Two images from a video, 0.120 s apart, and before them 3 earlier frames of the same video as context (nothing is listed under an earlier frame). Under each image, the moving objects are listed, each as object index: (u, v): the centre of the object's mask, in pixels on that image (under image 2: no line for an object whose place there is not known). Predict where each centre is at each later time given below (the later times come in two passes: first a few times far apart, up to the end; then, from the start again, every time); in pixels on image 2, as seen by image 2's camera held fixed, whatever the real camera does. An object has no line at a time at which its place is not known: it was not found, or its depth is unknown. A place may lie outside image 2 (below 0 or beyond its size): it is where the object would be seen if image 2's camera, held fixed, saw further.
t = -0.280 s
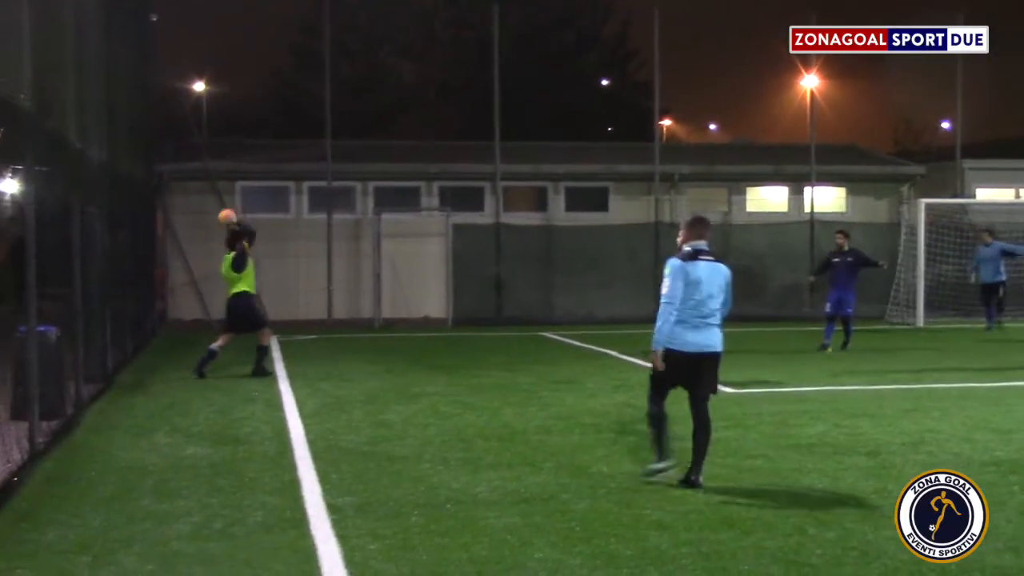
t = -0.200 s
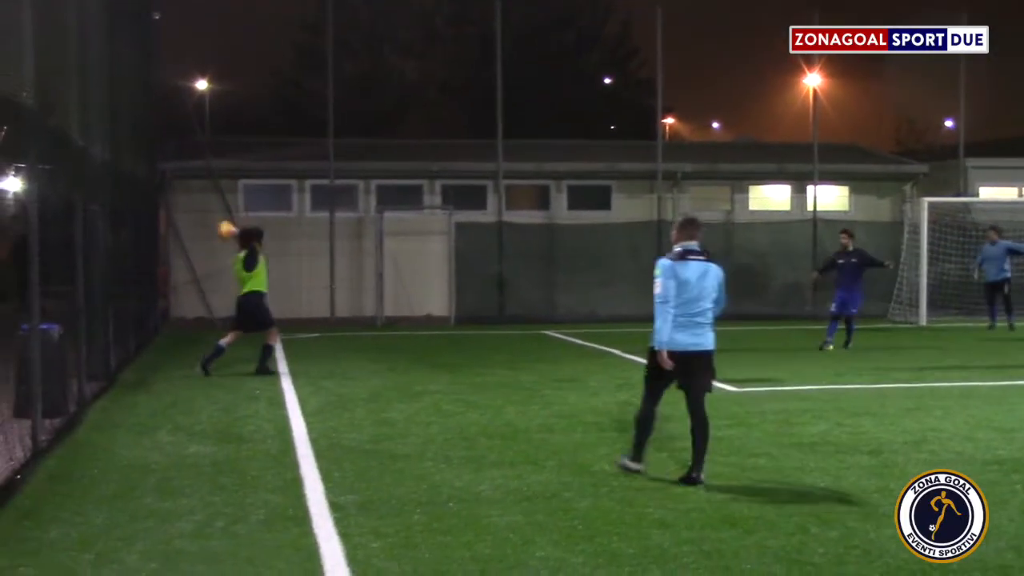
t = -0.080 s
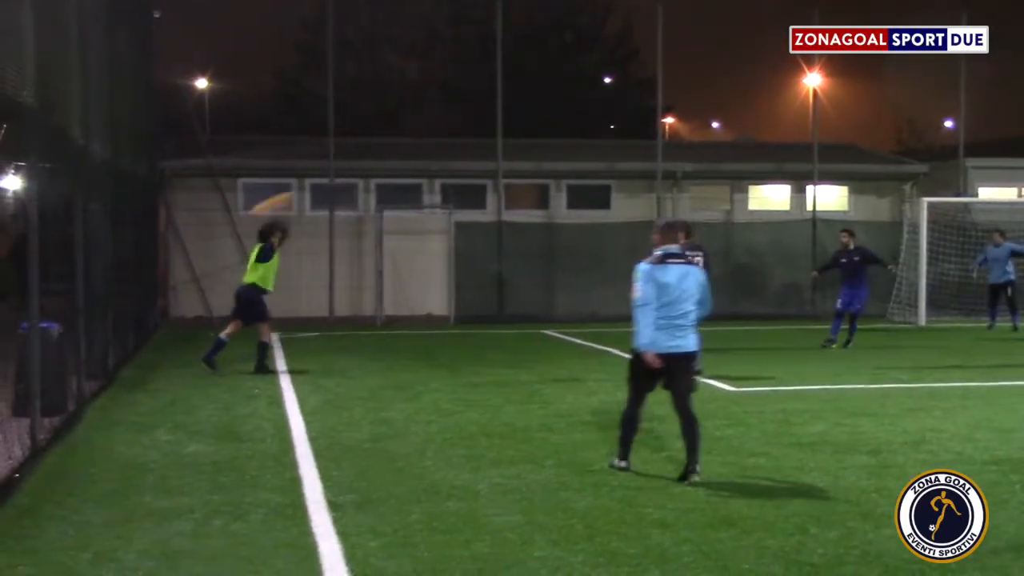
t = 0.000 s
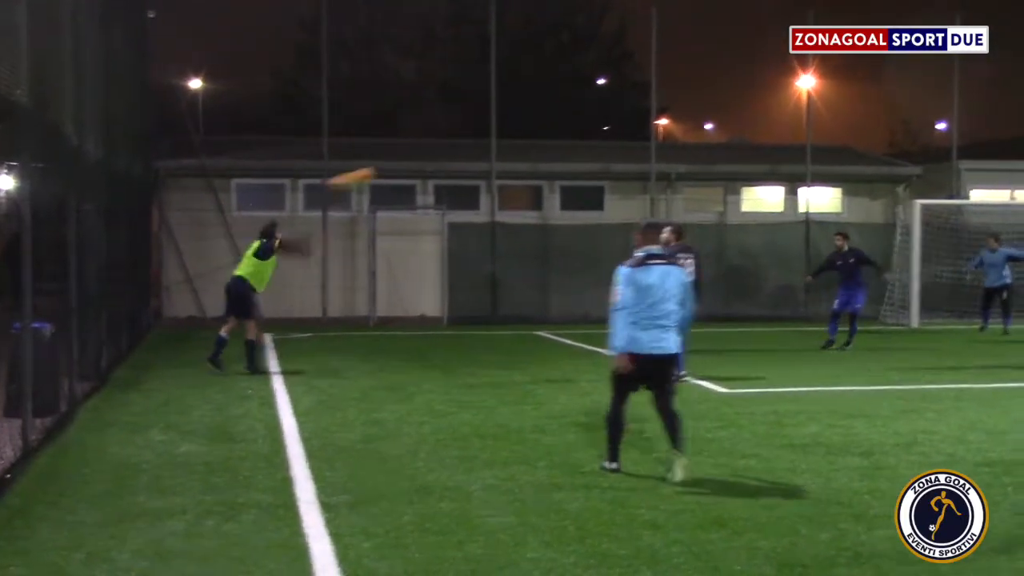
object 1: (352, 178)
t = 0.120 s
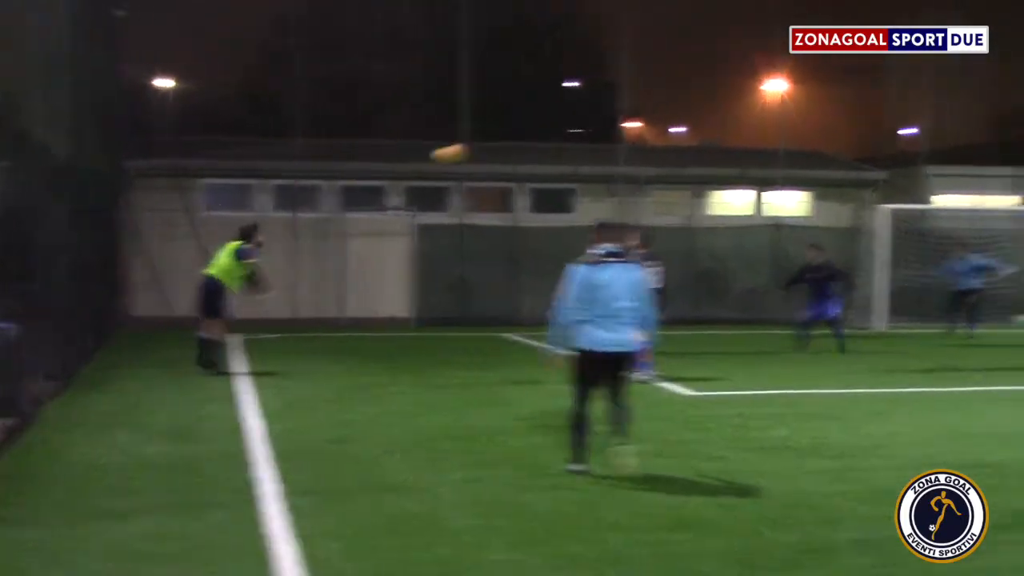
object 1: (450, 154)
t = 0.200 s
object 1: (525, 145)
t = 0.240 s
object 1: (563, 143)
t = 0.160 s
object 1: (488, 149)
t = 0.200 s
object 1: (525, 145)
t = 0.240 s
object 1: (563, 143)
